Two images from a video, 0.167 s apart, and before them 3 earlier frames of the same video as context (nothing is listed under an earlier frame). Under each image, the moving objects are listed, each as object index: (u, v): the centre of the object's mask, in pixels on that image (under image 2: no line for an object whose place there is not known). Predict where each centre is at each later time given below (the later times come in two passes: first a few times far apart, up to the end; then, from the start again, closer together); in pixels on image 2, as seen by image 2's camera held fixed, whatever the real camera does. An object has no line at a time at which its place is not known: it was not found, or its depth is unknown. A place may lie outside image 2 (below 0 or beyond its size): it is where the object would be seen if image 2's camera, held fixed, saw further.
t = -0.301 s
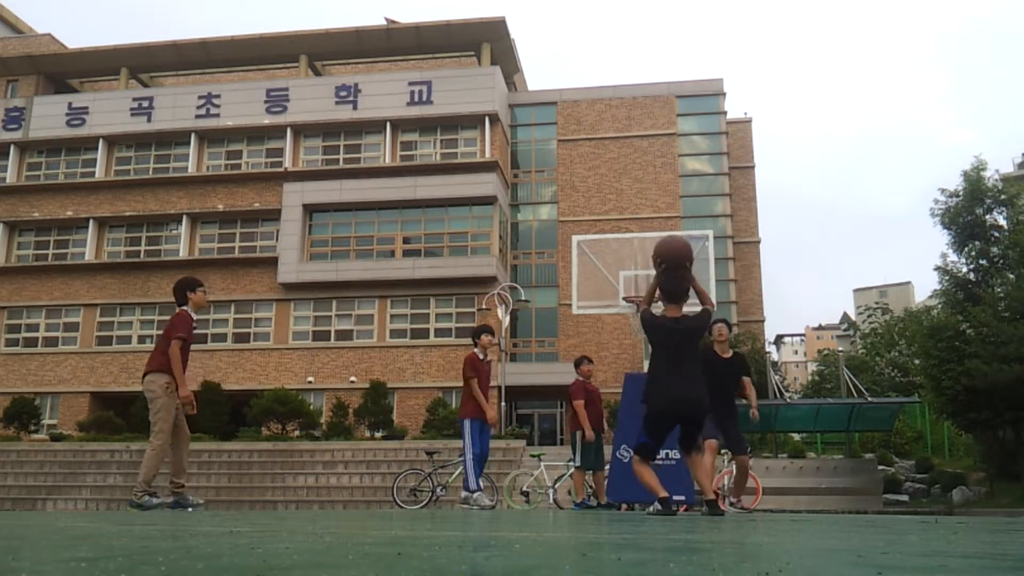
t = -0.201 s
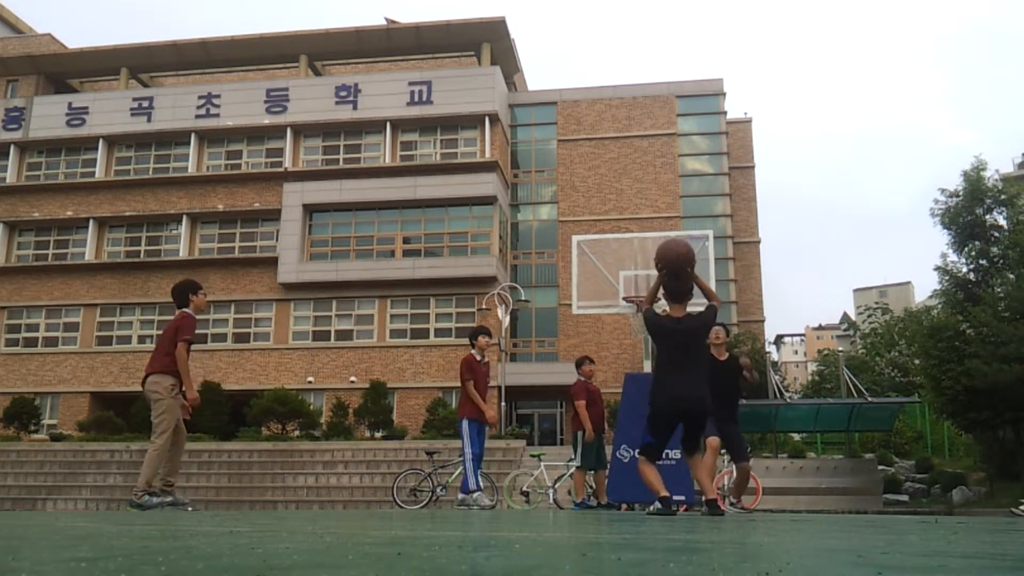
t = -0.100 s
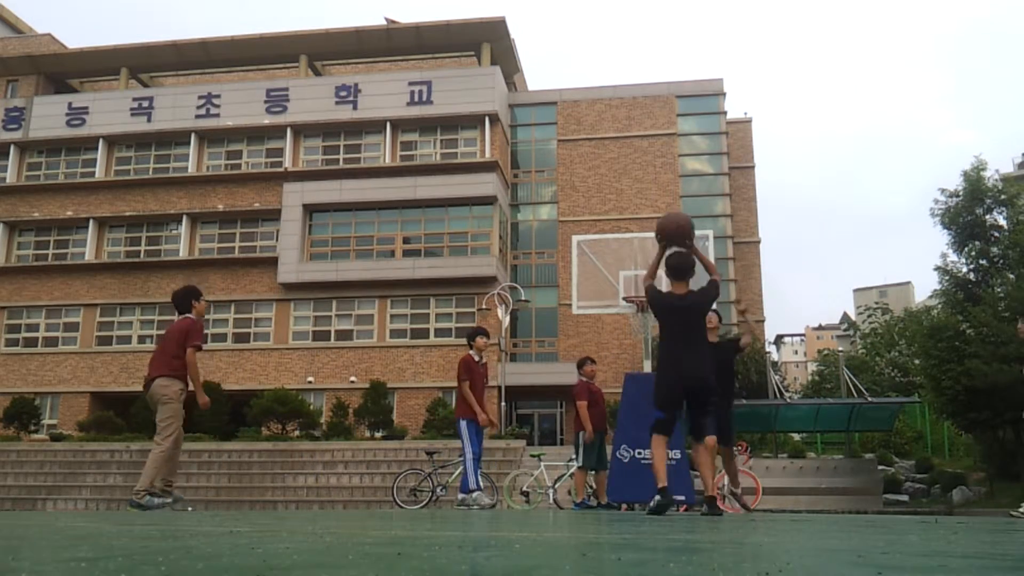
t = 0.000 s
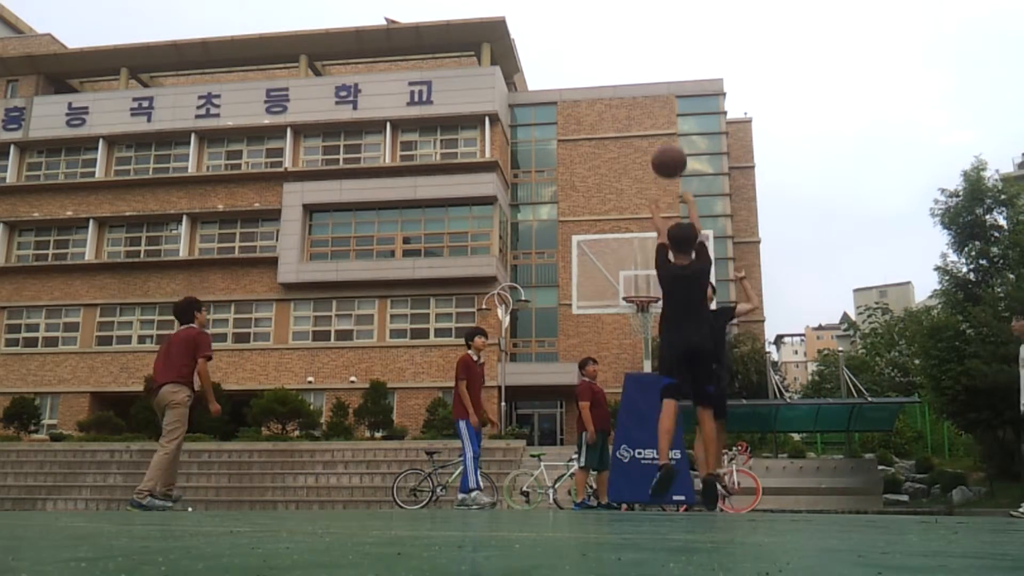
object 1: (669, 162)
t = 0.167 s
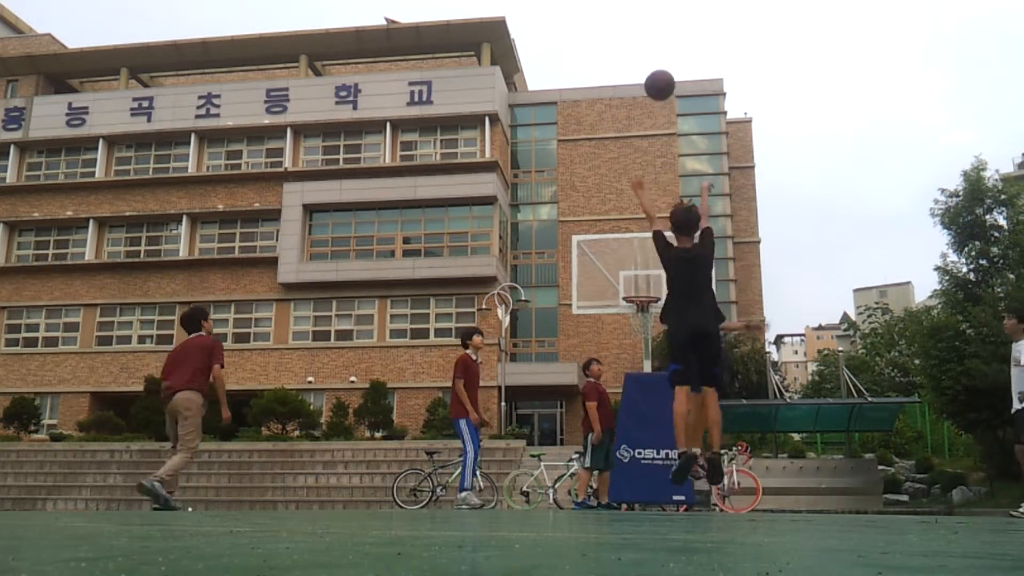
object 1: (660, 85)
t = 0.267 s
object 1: (656, 62)
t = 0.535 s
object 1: (650, 57)
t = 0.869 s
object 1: (647, 132)
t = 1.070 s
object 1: (647, 212)
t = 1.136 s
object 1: (648, 243)
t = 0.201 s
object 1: (658, 76)
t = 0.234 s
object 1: (657, 68)
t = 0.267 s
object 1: (656, 62)
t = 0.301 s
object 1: (655, 57)
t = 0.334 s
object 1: (654, 54)
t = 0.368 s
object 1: (653, 52)
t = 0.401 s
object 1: (652, 51)
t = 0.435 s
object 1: (651, 51)
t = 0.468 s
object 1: (651, 52)
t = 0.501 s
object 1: (650, 54)
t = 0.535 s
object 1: (650, 57)
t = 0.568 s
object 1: (649, 61)
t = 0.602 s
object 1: (649, 66)
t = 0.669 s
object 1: (648, 78)
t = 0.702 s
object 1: (648, 85)
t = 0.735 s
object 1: (647, 93)
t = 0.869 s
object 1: (647, 132)
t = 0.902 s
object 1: (647, 145)
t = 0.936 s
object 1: (647, 156)
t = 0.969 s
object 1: (647, 169)
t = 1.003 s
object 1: (647, 183)
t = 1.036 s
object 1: (647, 197)
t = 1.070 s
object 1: (647, 212)
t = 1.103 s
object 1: (647, 227)
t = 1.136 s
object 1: (648, 243)
